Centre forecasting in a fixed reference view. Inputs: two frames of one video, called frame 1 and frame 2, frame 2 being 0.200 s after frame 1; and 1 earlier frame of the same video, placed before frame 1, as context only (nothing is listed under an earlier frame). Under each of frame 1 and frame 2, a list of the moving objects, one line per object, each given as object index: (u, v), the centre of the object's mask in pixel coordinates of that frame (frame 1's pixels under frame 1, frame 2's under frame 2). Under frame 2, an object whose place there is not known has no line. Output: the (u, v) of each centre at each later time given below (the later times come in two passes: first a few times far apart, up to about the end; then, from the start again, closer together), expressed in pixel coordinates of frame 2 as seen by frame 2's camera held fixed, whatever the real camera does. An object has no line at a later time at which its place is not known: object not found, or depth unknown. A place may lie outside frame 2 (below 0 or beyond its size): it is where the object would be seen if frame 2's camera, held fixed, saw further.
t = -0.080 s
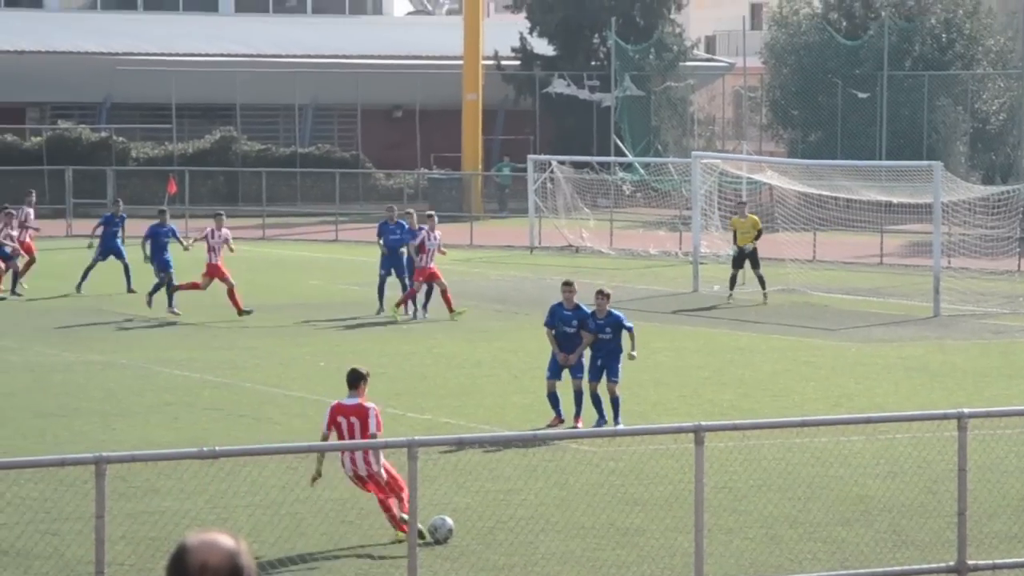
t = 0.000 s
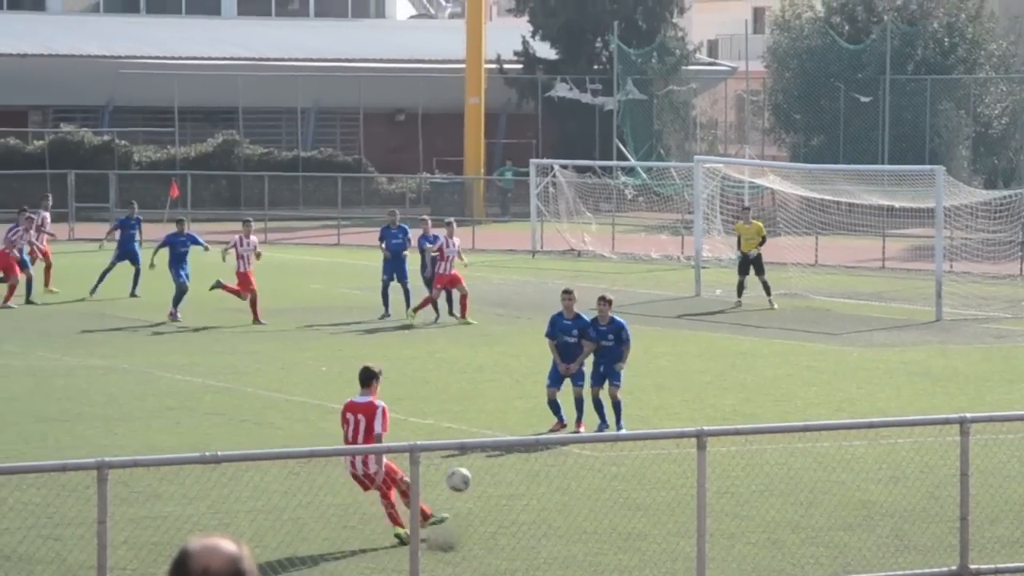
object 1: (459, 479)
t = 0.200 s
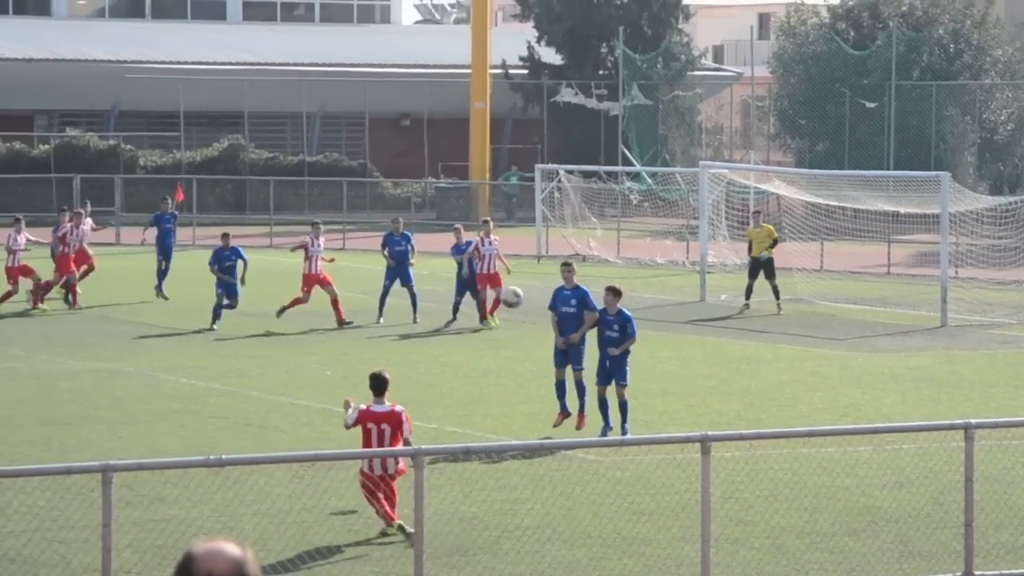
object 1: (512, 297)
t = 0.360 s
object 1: (537, 192)
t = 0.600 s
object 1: (561, 89)
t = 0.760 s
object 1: (569, 48)
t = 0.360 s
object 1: (537, 192)
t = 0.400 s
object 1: (543, 172)
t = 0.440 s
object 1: (548, 152)
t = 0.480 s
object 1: (552, 133)
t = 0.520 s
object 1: (555, 117)
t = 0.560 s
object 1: (558, 102)
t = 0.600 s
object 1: (561, 89)
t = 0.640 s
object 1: (564, 76)
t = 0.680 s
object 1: (565, 67)
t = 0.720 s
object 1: (567, 56)
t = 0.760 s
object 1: (569, 48)
